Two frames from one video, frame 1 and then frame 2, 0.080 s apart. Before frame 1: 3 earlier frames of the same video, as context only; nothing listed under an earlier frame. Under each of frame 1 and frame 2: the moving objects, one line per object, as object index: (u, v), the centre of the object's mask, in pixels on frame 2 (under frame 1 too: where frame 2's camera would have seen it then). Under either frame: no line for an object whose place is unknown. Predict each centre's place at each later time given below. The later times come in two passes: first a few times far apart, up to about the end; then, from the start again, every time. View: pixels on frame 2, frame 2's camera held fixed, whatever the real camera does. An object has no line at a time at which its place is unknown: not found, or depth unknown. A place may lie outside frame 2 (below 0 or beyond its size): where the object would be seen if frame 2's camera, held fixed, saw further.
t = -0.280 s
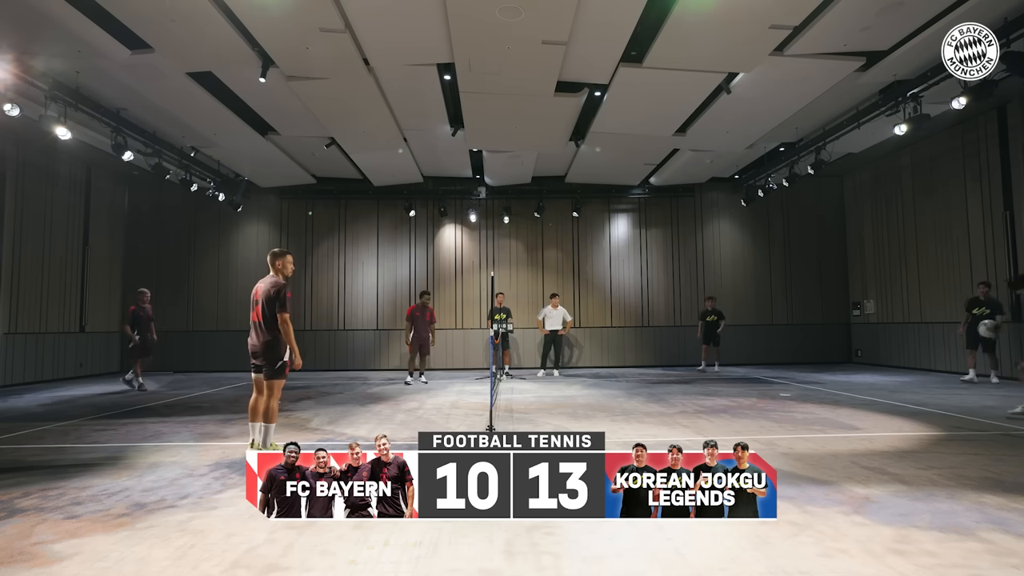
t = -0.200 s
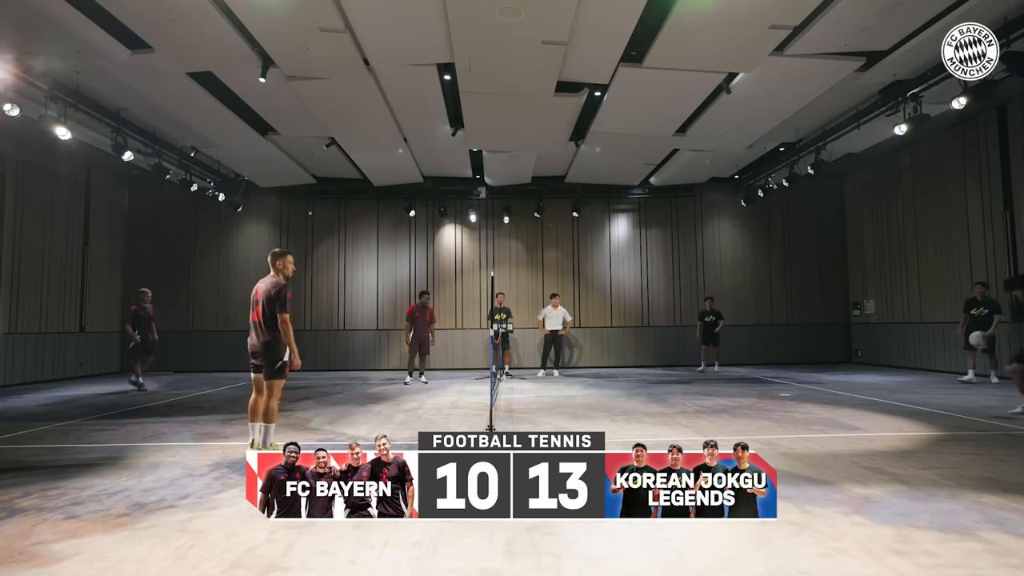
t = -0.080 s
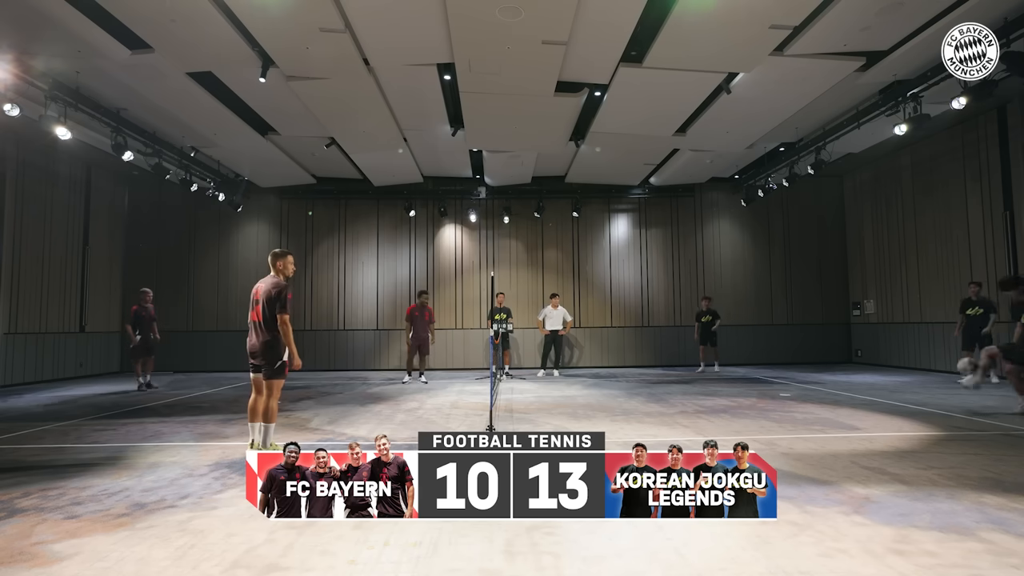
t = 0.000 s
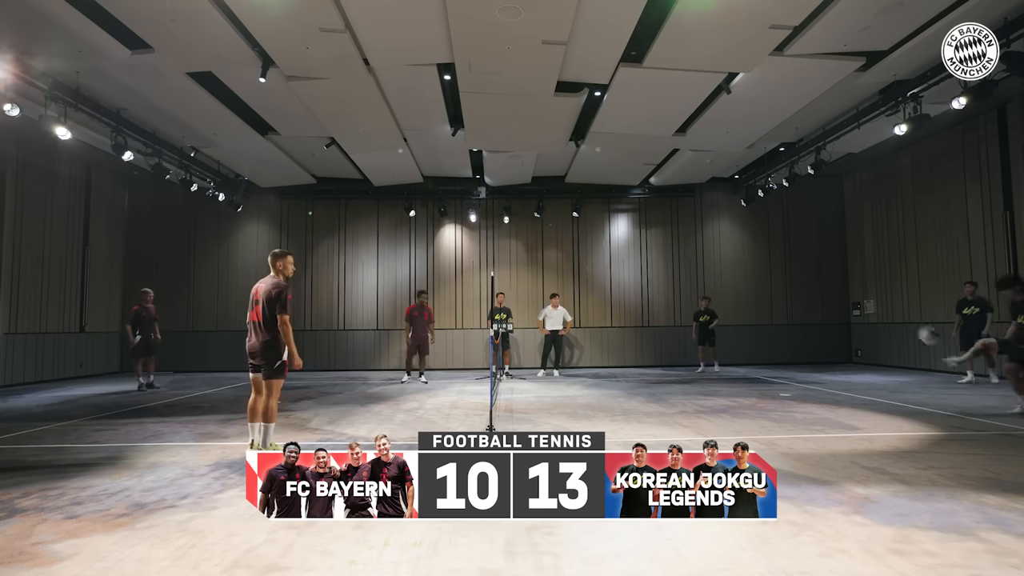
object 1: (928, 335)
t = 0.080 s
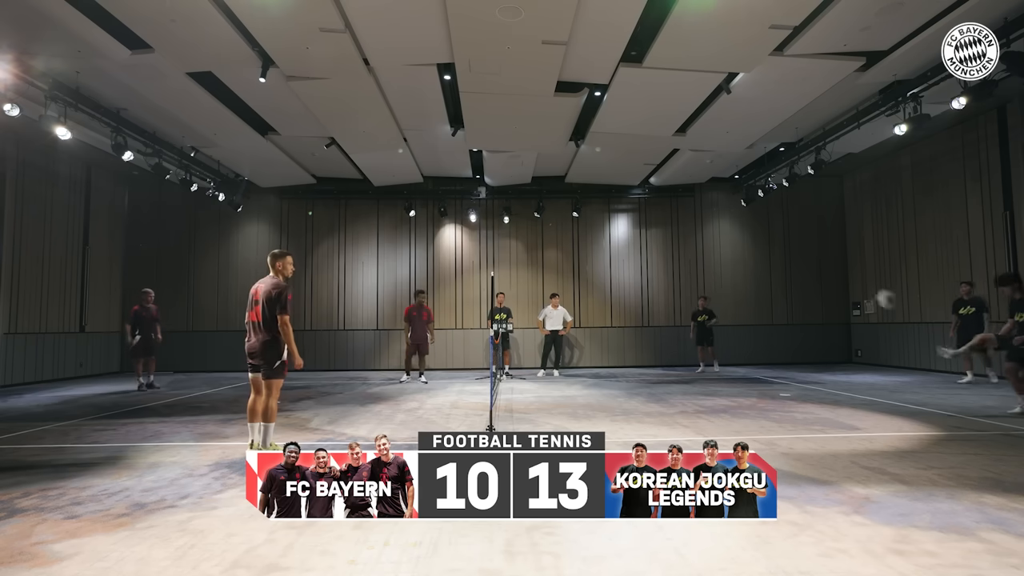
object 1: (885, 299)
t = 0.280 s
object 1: (782, 232)
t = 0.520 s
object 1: (656, 196)
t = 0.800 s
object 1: (507, 219)
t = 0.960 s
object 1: (420, 264)
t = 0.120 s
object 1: (865, 283)
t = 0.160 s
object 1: (845, 268)
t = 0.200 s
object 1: (824, 254)
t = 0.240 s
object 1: (803, 242)
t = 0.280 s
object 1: (782, 232)
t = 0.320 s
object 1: (761, 222)
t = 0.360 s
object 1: (740, 214)
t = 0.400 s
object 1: (718, 208)
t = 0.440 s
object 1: (698, 203)
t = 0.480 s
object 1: (677, 199)
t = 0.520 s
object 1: (656, 196)
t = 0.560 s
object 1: (634, 196)
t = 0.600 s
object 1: (613, 196)
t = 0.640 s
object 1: (591, 197)
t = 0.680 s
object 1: (570, 201)
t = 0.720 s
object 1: (549, 206)
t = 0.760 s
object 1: (528, 212)
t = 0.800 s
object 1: (507, 219)
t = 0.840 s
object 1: (486, 227)
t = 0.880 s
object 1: (464, 238)
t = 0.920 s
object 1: (438, 251)
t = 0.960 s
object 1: (420, 264)
